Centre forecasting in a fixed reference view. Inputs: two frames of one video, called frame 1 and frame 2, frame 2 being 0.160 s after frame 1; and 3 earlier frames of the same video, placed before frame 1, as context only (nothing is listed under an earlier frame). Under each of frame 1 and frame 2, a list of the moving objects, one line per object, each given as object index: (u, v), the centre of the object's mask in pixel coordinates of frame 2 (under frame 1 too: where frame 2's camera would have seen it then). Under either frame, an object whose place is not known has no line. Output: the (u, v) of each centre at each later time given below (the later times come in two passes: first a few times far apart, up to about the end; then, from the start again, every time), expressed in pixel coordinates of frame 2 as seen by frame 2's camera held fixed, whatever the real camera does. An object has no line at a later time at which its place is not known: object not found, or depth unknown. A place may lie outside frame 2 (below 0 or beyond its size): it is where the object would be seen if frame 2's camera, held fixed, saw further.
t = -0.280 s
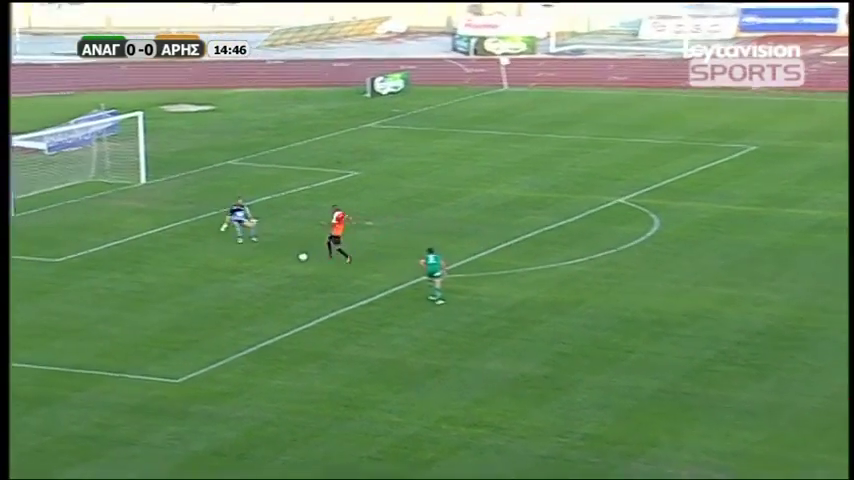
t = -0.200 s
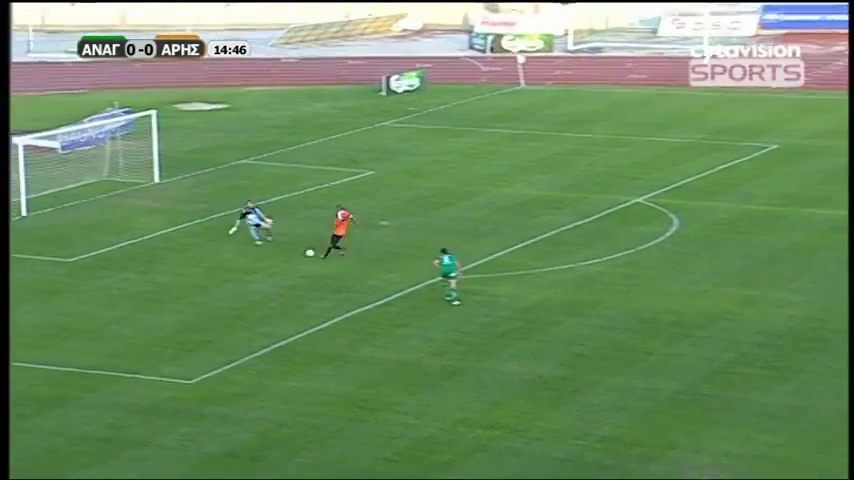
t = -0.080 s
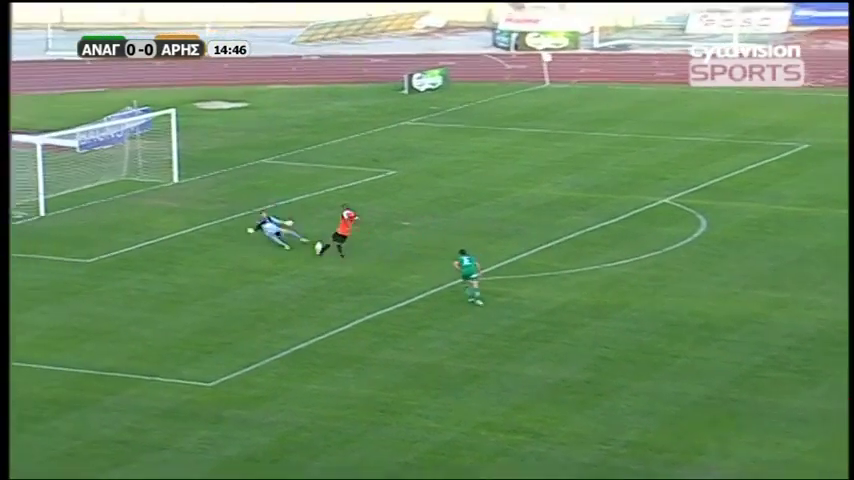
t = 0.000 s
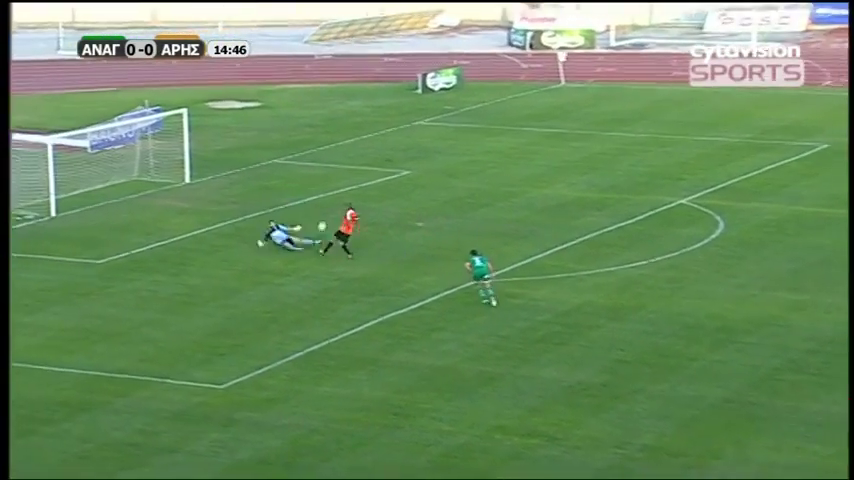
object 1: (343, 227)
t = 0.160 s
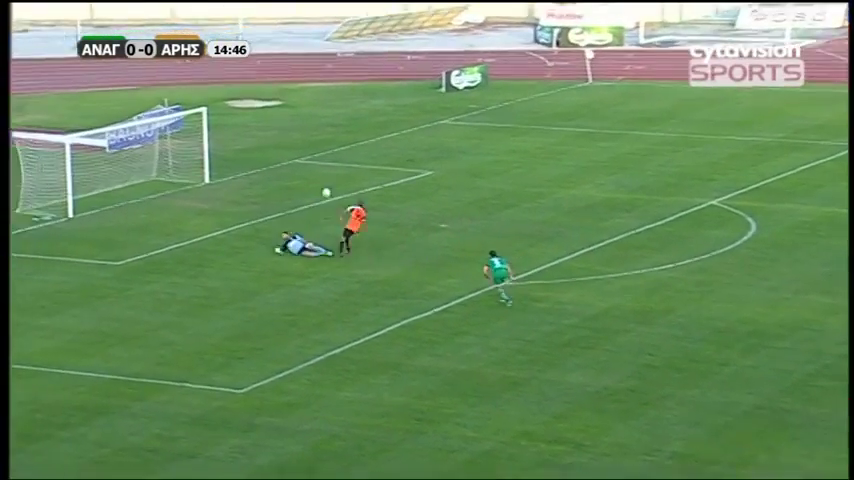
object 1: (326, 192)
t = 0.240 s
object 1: (318, 178)
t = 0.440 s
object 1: (301, 156)
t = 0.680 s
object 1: (287, 150)
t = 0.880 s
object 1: (279, 161)
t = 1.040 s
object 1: (276, 180)
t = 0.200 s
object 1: (322, 185)
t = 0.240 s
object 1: (318, 178)
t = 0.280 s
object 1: (314, 172)
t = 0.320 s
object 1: (311, 168)
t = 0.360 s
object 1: (307, 163)
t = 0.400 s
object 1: (304, 159)
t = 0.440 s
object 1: (301, 156)
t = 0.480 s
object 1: (298, 153)
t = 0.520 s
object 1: (295, 152)
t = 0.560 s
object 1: (293, 150)
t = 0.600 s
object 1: (290, 149)
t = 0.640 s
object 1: (288, 149)
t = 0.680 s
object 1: (287, 150)
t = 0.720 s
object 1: (284, 150)
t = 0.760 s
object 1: (283, 152)
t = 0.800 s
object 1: (282, 155)
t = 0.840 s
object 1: (280, 157)
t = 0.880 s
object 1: (279, 161)
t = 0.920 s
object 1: (278, 165)
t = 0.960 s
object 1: (277, 169)
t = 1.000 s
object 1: (277, 174)
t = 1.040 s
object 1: (276, 180)
